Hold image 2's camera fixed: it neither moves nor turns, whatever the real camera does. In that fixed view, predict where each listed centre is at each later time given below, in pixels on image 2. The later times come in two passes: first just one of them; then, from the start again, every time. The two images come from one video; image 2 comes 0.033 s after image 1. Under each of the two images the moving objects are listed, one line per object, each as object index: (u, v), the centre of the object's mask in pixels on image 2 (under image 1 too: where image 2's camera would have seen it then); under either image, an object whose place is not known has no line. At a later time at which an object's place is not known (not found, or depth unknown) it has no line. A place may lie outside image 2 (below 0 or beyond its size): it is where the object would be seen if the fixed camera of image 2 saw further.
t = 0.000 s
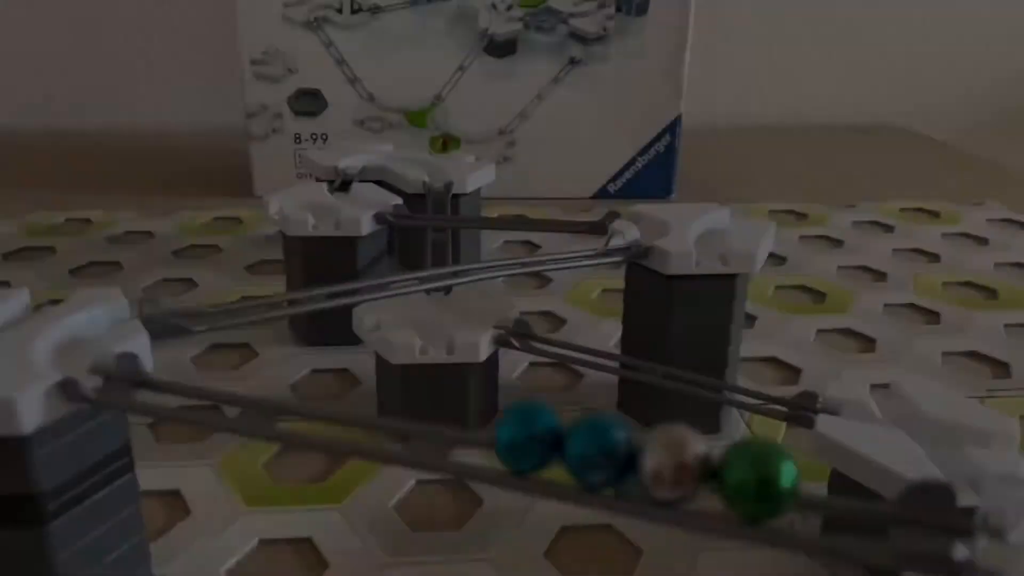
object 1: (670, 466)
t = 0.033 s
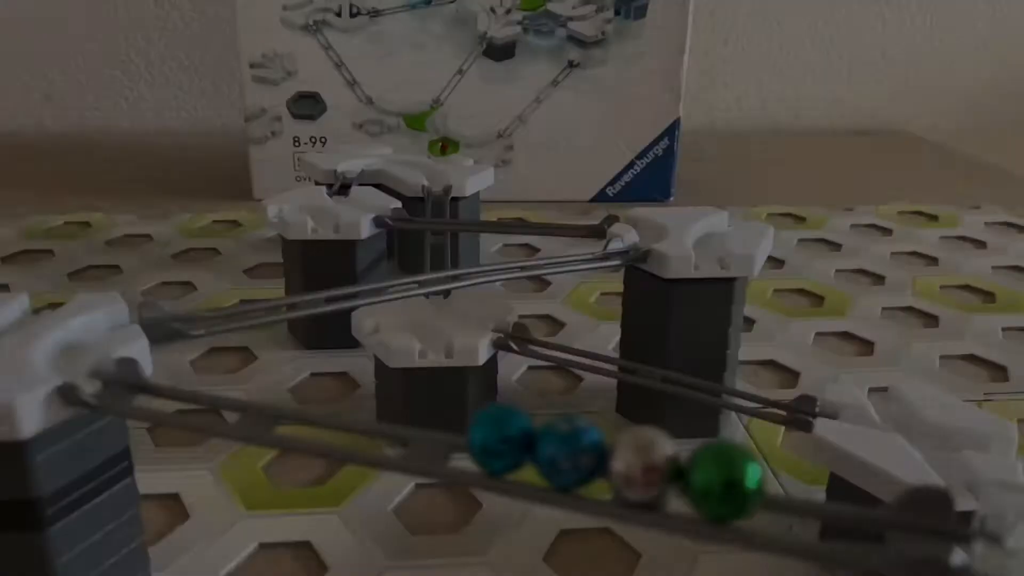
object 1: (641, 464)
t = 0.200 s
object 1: (464, 431)
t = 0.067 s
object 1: (609, 458)
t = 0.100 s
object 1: (576, 453)
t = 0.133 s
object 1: (539, 448)
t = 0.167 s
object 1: (501, 438)
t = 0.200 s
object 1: (464, 431)
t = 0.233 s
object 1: (425, 426)
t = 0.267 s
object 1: (381, 417)
